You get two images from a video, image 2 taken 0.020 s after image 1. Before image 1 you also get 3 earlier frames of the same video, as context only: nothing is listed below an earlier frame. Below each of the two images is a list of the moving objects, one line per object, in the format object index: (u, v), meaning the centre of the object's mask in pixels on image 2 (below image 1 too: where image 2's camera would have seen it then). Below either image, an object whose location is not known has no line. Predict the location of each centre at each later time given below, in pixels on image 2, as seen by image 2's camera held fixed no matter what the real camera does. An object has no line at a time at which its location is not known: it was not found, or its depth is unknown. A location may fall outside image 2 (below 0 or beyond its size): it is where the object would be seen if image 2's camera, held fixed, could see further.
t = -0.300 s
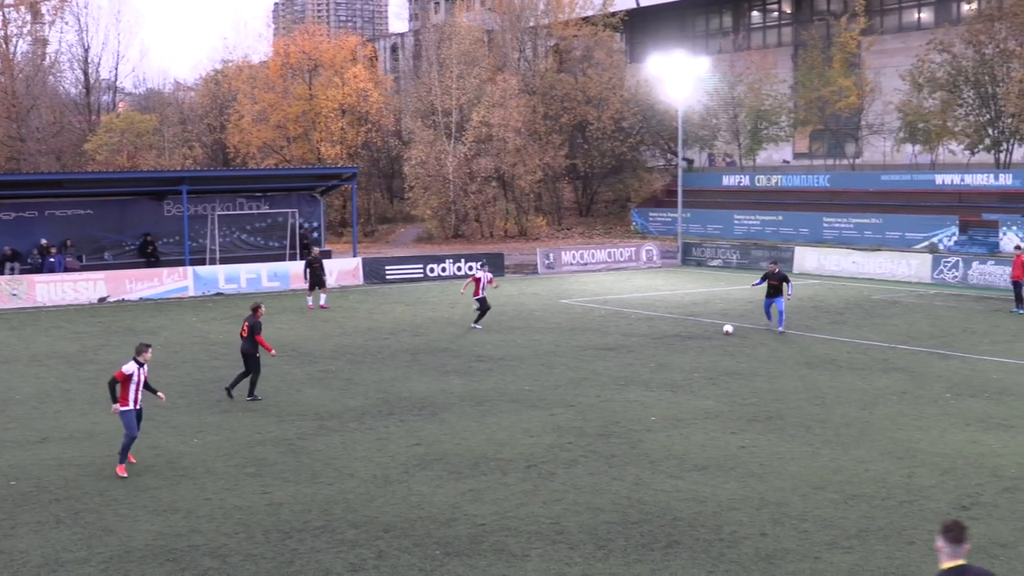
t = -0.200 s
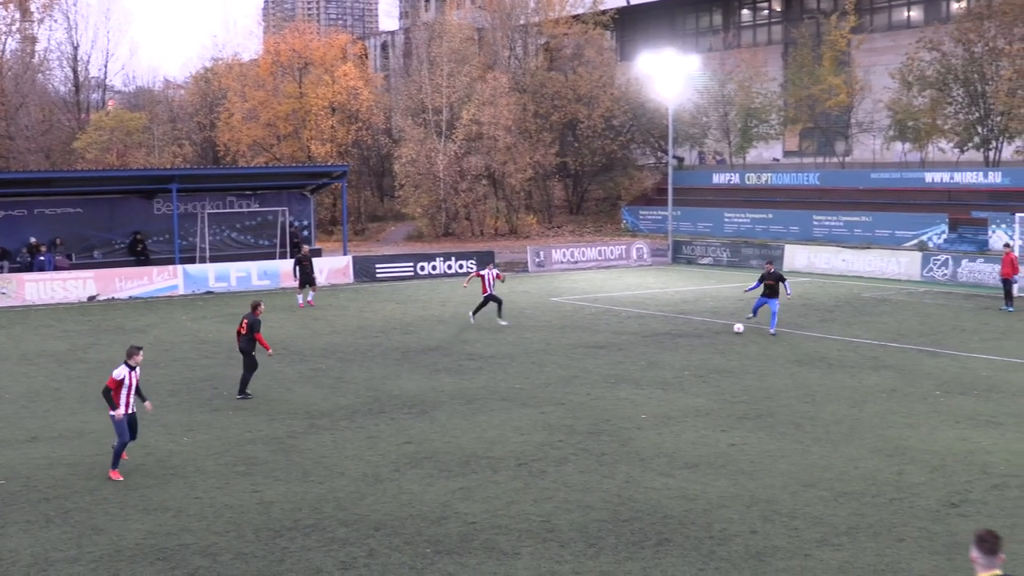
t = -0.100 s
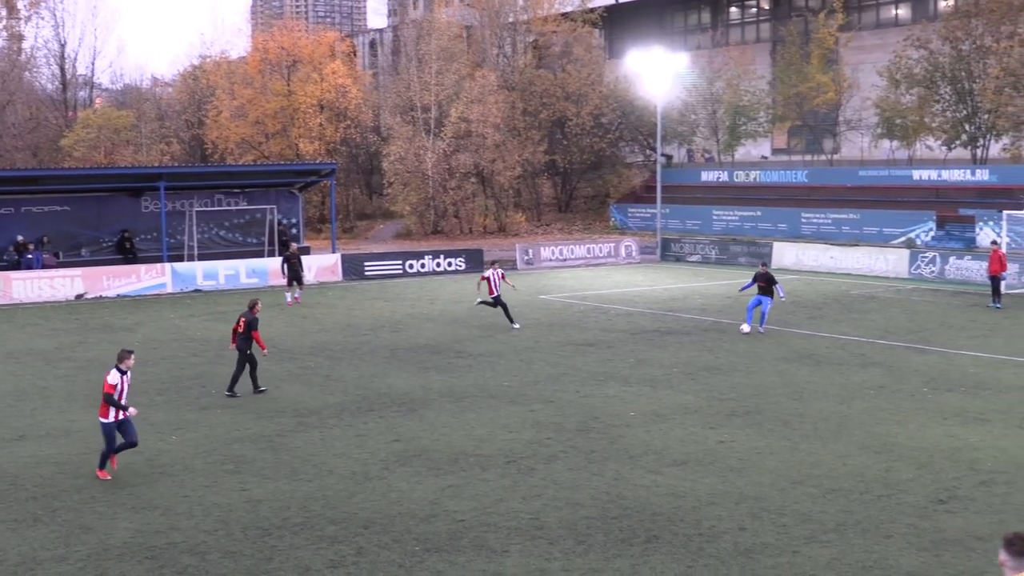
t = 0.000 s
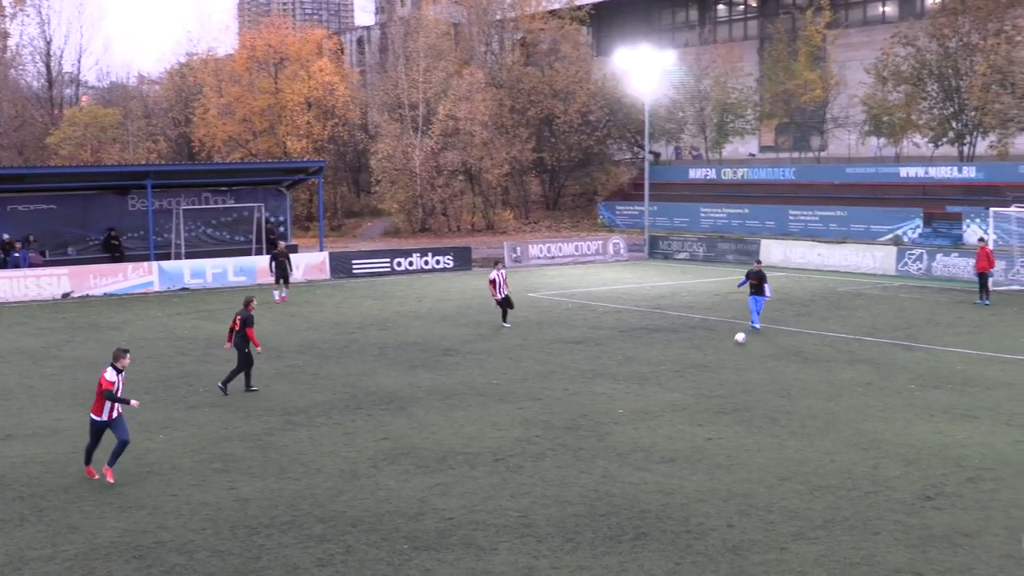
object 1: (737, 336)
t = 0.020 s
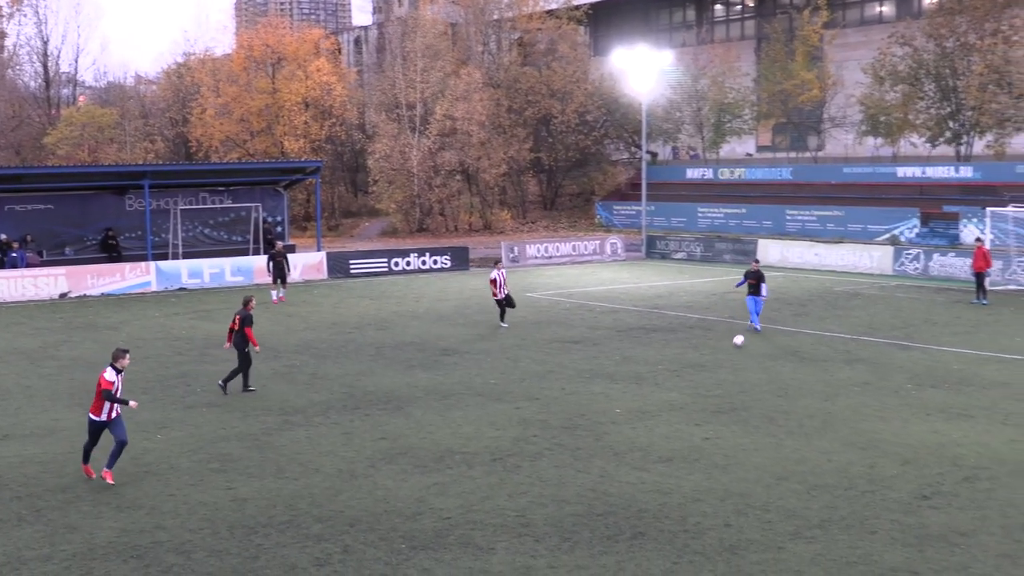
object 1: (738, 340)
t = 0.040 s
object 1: (739, 344)
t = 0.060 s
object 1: (740, 347)
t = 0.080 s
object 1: (740, 349)
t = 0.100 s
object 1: (742, 350)
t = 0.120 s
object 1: (743, 351)
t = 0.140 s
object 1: (744, 354)
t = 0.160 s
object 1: (746, 356)
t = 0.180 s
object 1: (748, 359)
